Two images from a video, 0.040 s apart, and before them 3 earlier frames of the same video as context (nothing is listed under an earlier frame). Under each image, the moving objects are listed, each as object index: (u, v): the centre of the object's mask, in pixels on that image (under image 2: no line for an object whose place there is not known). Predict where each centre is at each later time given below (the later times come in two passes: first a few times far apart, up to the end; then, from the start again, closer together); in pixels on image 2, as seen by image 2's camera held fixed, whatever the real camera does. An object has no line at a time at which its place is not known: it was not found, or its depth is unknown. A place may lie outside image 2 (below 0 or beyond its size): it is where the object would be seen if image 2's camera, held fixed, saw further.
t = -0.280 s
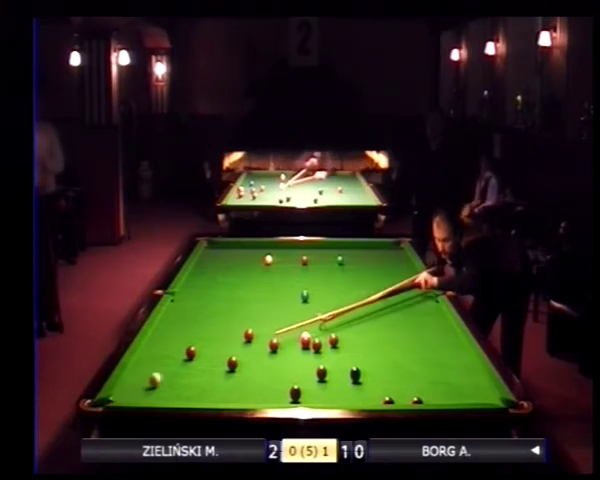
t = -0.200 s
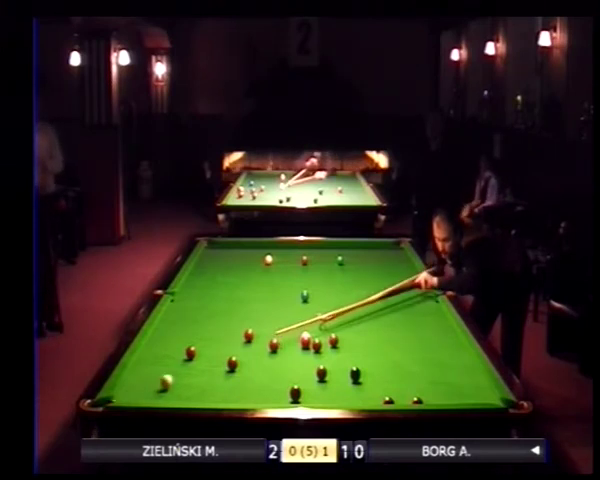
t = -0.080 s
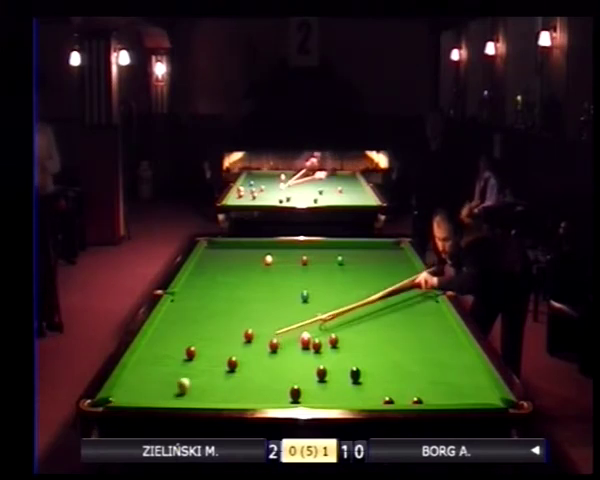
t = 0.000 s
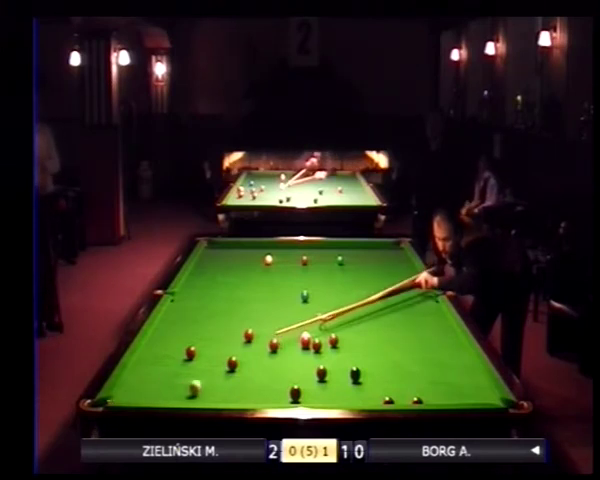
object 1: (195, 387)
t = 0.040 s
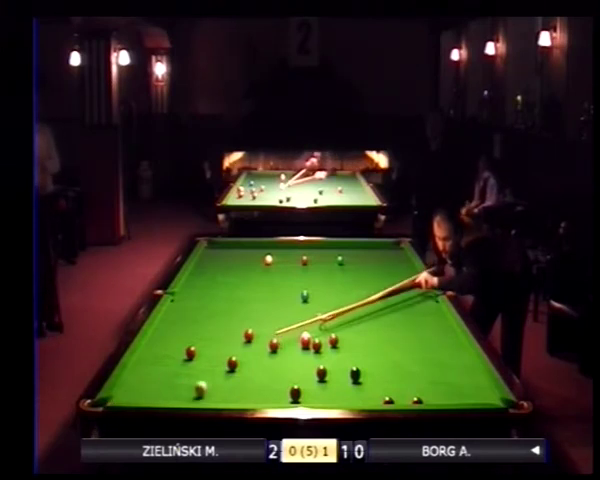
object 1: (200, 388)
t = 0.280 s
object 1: (236, 394)
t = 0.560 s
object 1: (278, 399)
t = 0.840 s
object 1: (313, 398)
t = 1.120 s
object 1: (345, 396)
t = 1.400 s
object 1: (375, 394)
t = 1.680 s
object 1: (402, 390)
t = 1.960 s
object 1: (427, 387)
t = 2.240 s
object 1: (450, 384)
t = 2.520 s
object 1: (471, 382)
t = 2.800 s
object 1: (474, 380)
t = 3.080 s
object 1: (459, 378)
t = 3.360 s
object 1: (445, 377)
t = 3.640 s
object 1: (432, 376)
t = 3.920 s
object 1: (420, 376)
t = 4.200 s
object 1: (411, 375)
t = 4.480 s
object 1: (402, 374)
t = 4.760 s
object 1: (395, 374)
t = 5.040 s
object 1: (388, 373)
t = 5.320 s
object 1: (384, 373)
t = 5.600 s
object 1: (382, 372)
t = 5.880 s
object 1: (380, 372)
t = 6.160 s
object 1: (379, 372)
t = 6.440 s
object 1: (379, 372)
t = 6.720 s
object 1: (379, 372)
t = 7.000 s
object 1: (379, 371)
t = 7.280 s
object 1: (379, 371)
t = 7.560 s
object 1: (379, 372)
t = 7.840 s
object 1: (379, 372)
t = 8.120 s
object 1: (379, 372)
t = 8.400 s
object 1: (379, 372)
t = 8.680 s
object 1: (379, 371)
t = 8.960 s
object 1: (379, 372)
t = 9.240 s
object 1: (379, 372)
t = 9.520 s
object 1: (379, 372)
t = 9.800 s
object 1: (379, 372)
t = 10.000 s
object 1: (379, 372)
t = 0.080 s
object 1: (206, 389)
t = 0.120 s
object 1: (212, 390)
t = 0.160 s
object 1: (218, 391)
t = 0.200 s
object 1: (224, 392)
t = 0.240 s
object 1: (230, 393)
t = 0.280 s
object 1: (236, 394)
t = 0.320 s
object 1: (242, 394)
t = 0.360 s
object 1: (248, 395)
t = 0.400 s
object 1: (254, 396)
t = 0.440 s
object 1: (260, 397)
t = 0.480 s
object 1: (266, 398)
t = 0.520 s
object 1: (271, 399)
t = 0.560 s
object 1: (278, 399)
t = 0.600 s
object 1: (284, 399)
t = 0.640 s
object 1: (289, 400)
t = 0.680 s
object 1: (294, 400)
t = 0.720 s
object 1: (300, 399)
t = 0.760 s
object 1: (305, 399)
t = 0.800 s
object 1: (308, 399)
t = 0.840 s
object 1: (313, 398)
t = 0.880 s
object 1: (318, 398)
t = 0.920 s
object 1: (323, 398)
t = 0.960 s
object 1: (327, 398)
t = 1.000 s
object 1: (332, 397)
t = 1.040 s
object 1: (336, 397)
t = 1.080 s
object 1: (341, 397)
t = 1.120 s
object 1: (345, 396)
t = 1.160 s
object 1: (349, 396)
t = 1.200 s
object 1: (353, 396)
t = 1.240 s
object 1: (358, 396)
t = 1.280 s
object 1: (362, 395)
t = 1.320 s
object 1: (367, 395)
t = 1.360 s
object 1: (370, 394)
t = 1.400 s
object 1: (375, 394)
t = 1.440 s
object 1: (379, 394)
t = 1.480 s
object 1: (382, 392)
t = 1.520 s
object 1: (387, 390)
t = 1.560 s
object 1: (391, 391)
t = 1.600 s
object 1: (394, 391)
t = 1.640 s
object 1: (398, 390)
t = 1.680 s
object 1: (402, 390)
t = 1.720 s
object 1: (406, 389)
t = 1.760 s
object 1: (409, 389)
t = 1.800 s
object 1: (413, 388)
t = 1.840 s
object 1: (416, 388)
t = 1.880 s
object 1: (420, 388)
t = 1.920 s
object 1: (423, 388)
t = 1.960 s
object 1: (427, 387)
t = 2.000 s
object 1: (430, 387)
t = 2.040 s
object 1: (433, 386)
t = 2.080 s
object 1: (437, 386)
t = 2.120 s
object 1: (440, 385)
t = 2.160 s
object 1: (444, 385)
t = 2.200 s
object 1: (447, 385)
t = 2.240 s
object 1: (450, 384)
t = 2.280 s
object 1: (453, 384)
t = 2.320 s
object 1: (456, 383)
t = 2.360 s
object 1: (460, 383)
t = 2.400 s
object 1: (462, 383)
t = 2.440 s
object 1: (465, 383)
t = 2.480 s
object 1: (468, 382)
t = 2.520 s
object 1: (471, 382)
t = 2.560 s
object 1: (474, 382)
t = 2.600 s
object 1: (477, 381)
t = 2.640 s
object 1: (480, 381)
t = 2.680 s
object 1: (482, 380)
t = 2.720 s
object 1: (480, 380)
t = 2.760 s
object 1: (477, 380)
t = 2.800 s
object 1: (474, 380)
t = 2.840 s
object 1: (472, 380)
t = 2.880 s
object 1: (470, 380)
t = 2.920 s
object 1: (468, 380)
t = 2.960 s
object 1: (465, 379)
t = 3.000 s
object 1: (463, 379)
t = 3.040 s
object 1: (461, 379)
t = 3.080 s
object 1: (459, 378)
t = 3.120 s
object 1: (457, 378)
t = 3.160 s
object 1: (455, 378)
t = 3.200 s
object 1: (453, 378)
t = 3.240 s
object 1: (451, 378)
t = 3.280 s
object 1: (449, 377)
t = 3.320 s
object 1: (447, 377)
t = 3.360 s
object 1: (445, 377)
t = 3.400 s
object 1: (443, 377)
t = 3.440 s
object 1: (441, 377)
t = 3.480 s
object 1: (439, 377)
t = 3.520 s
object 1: (437, 376)
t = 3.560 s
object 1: (436, 376)
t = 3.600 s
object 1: (434, 376)
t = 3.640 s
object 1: (432, 376)
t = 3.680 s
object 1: (431, 376)
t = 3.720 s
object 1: (429, 376)
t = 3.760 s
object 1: (427, 376)
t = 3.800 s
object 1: (426, 376)
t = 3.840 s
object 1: (424, 376)
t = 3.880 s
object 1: (422, 376)
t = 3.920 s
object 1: (420, 376)
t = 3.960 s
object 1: (419, 375)
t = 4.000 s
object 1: (418, 375)
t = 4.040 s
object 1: (416, 375)
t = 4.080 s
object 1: (415, 375)
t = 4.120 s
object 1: (413, 375)
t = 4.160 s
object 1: (412, 375)
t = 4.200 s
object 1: (411, 375)
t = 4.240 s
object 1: (409, 375)
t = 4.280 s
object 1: (408, 375)
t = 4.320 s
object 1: (407, 374)
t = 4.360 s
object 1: (405, 375)
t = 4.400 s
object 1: (404, 374)
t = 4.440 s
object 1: (403, 374)
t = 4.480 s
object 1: (402, 374)
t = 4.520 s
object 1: (401, 374)
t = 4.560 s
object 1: (400, 374)
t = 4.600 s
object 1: (399, 374)
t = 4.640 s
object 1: (398, 374)
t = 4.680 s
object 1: (397, 374)
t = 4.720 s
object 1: (396, 374)
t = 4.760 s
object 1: (395, 374)
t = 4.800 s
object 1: (394, 374)
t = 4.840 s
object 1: (393, 374)
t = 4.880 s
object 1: (392, 374)
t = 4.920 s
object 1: (391, 374)
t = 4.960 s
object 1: (390, 373)
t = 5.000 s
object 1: (389, 373)
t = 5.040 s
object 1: (388, 373)
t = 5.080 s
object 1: (388, 373)
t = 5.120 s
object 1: (387, 373)
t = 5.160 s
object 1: (387, 373)
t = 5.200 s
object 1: (386, 373)
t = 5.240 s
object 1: (385, 373)
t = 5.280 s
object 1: (385, 372)
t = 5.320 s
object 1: (384, 373)
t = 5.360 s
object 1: (384, 373)
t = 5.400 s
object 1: (383, 373)
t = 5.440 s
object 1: (383, 372)
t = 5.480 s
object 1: (382, 372)
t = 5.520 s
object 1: (382, 372)
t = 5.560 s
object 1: (382, 372)
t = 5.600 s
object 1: (382, 372)
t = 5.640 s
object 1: (381, 372)
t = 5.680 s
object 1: (381, 372)
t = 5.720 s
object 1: (380, 372)
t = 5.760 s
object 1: (380, 372)
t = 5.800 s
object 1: (380, 372)
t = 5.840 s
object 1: (380, 372)
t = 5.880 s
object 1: (380, 372)
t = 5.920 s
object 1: (380, 372)
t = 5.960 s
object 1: (380, 372)
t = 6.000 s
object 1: (379, 372)
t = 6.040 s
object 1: (379, 372)
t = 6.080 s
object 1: (379, 372)
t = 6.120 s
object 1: (379, 372)
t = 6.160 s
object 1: (379, 372)
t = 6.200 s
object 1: (379, 372)
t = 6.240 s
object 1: (379, 372)
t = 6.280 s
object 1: (379, 372)
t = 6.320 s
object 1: (379, 372)
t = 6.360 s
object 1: (379, 372)
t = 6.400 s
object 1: (379, 372)
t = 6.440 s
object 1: (379, 372)
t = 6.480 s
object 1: (379, 372)
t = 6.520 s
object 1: (379, 372)
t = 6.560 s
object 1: (379, 372)
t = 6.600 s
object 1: (379, 372)
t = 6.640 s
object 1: (379, 372)
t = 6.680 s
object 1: (379, 372)
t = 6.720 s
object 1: (379, 372)
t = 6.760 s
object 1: (379, 372)
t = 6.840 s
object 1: (379, 372)
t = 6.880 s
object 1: (379, 372)
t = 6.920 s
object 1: (379, 372)
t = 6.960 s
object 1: (379, 371)
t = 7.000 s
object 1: (379, 371)
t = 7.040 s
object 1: (379, 371)
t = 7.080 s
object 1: (379, 371)
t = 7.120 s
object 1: (379, 371)
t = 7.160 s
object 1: (379, 372)
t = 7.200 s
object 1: (379, 371)
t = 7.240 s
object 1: (379, 371)
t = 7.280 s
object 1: (379, 371)
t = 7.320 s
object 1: (379, 372)
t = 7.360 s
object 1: (379, 371)
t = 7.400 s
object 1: (379, 371)
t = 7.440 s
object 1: (379, 371)
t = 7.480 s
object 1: (379, 372)
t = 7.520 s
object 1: (379, 372)
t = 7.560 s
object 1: (379, 372)
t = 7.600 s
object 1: (379, 372)
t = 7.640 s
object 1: (379, 372)
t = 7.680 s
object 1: (379, 372)
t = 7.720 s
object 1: (379, 372)
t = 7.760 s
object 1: (379, 372)
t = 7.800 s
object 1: (379, 372)
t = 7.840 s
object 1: (379, 372)
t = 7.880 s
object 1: (379, 372)
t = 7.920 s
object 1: (379, 372)
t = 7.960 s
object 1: (379, 372)
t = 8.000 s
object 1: (379, 372)
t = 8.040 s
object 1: (379, 372)
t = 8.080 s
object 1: (379, 372)
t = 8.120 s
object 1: (379, 372)
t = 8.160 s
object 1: (379, 372)
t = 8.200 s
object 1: (379, 372)
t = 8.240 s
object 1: (379, 372)
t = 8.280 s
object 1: (379, 372)
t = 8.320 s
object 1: (379, 371)
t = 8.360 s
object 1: (379, 372)
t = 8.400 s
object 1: (379, 372)
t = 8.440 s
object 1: (379, 372)
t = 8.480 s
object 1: (379, 371)
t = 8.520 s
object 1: (379, 371)
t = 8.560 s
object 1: (379, 372)
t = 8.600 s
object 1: (379, 372)
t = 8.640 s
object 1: (379, 371)
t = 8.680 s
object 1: (379, 371)
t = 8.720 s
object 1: (379, 372)
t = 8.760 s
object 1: (379, 372)
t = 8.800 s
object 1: (379, 372)
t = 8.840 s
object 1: (379, 371)
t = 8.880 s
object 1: (379, 371)
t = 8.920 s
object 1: (379, 372)
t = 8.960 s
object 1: (379, 372)
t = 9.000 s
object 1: (379, 372)
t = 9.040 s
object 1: (379, 371)
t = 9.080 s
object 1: (379, 371)
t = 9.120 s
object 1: (379, 372)
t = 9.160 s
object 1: (379, 372)
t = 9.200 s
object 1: (379, 372)
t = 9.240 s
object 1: (379, 372)
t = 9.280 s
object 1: (379, 372)
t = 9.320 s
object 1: (379, 372)
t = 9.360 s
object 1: (379, 371)
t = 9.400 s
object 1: (379, 372)
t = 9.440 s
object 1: (379, 372)
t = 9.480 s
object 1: (379, 372)
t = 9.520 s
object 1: (379, 372)
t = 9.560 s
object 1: (379, 372)
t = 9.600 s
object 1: (379, 372)
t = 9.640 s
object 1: (379, 372)
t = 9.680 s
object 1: (379, 372)
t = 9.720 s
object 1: (379, 372)
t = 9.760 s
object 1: (379, 372)
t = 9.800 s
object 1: (379, 372)
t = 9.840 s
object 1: (379, 372)
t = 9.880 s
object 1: (379, 372)
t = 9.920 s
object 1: (379, 372)
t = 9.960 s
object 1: (379, 371)
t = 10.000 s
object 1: (379, 372)
